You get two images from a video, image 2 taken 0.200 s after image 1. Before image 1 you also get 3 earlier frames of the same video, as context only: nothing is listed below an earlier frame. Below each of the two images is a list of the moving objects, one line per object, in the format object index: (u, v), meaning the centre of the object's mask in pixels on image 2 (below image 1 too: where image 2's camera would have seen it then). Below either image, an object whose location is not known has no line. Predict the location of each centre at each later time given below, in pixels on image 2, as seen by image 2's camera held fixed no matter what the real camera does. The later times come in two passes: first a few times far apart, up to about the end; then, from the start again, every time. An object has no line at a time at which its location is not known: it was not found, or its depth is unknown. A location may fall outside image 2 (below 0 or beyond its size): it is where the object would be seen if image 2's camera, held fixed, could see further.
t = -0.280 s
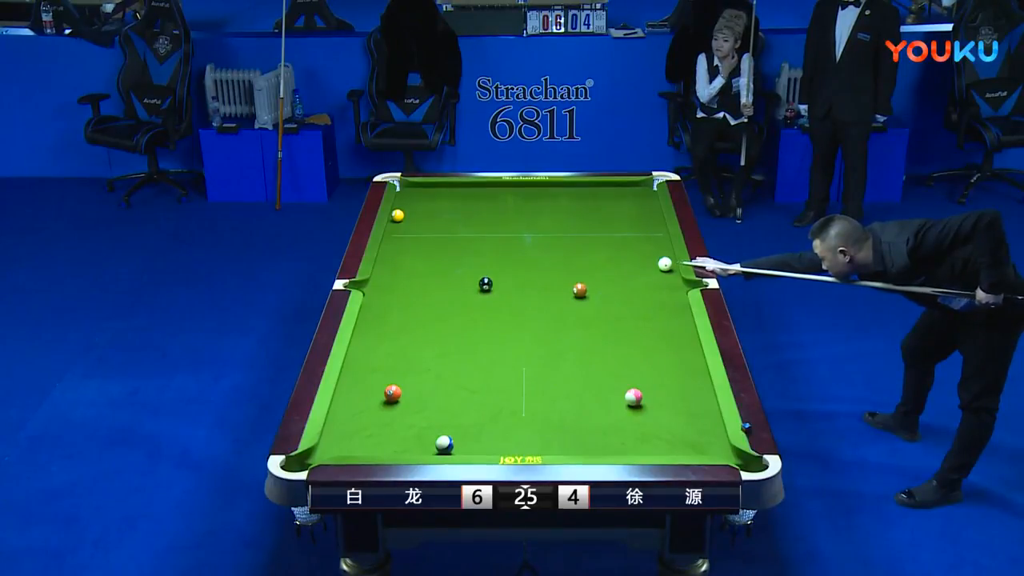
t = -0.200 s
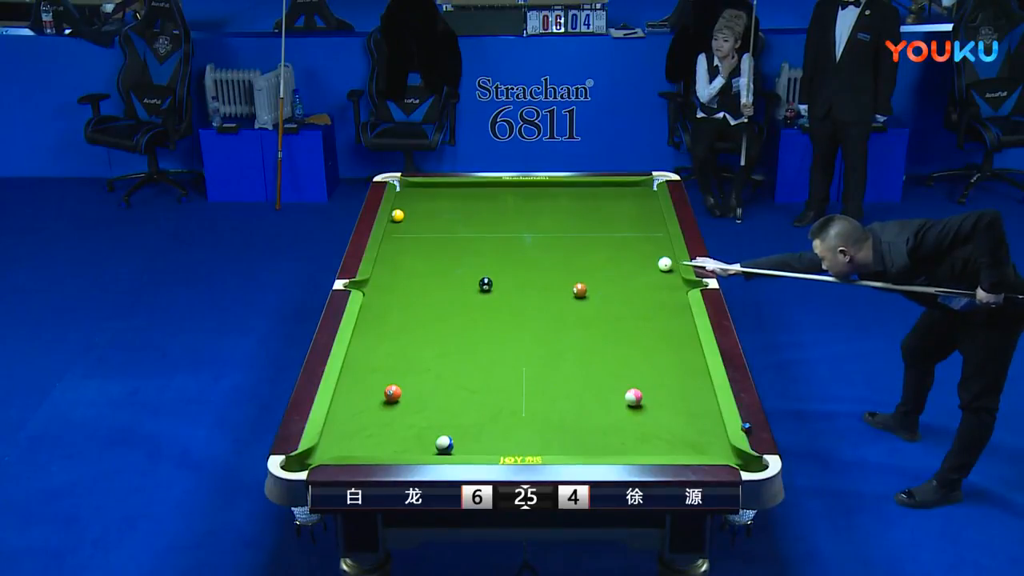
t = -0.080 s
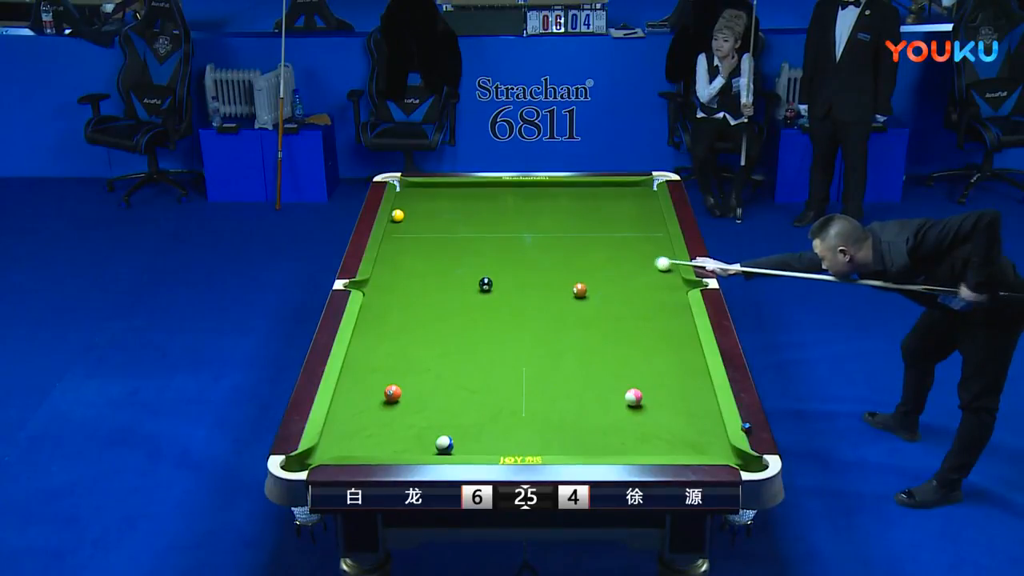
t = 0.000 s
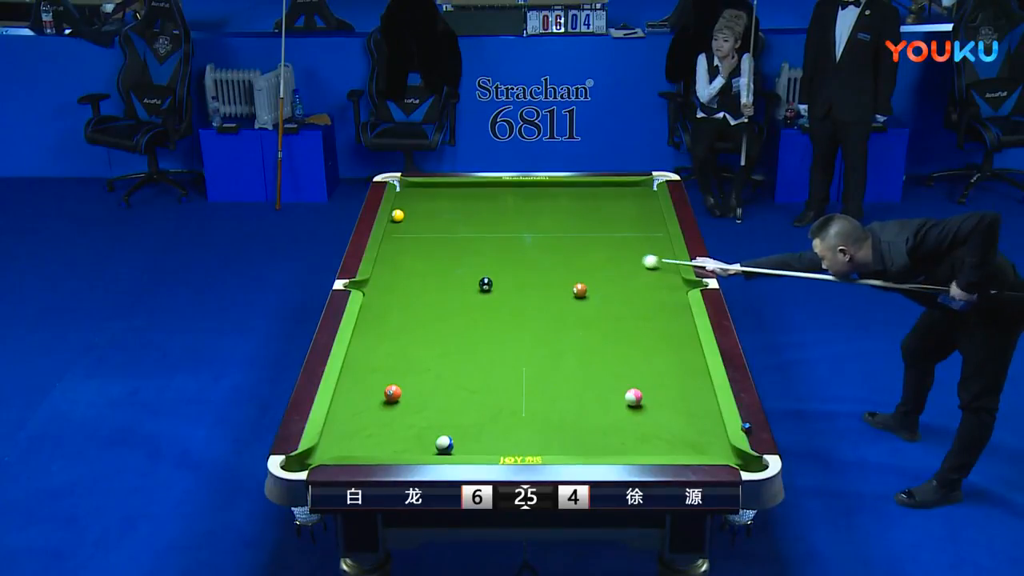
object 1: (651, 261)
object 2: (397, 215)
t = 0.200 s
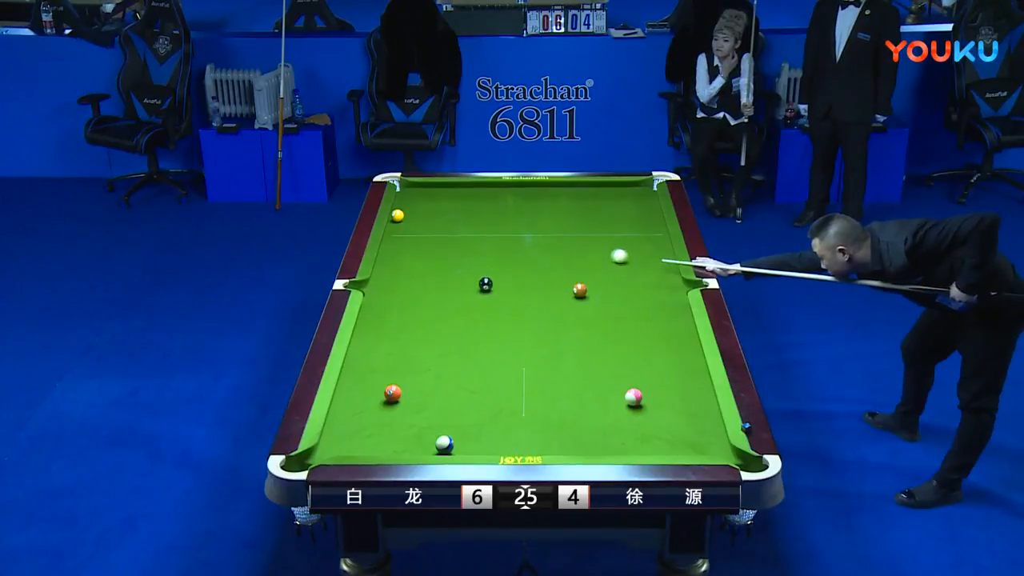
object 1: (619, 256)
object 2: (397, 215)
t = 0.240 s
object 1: (613, 255)
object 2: (397, 215)
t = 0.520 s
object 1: (573, 247)
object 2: (397, 215)
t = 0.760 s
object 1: (540, 242)
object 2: (397, 215)
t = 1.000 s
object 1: (509, 237)
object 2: (397, 215)
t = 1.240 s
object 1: (480, 231)
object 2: (397, 215)
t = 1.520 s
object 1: (448, 226)
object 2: (397, 215)
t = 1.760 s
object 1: (422, 222)
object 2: (397, 215)
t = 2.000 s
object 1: (403, 219)
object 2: (395, 213)
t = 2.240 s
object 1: (394, 219)
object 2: (406, 212)
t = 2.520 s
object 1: (398, 220)
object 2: (416, 210)
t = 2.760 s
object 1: (402, 220)
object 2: (424, 208)
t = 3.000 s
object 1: (405, 220)
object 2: (431, 206)
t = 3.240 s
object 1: (407, 220)
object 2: (437, 205)
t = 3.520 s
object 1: (407, 220)
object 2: (443, 204)
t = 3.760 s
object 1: (407, 220)
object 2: (446, 203)
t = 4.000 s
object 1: (407, 220)
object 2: (450, 202)
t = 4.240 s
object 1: (407, 220)
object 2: (452, 202)
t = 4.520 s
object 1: (407, 220)
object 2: (453, 202)
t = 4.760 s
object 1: (407, 220)
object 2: (454, 202)
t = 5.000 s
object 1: (407, 220)
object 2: (453, 202)
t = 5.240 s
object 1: (407, 220)
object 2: (453, 202)
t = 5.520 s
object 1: (407, 220)
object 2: (454, 202)
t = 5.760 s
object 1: (407, 220)
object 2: (454, 202)
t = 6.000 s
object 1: (407, 220)
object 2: (454, 202)
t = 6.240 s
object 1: (407, 220)
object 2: (454, 202)
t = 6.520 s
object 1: (407, 220)
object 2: (454, 202)
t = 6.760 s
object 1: (407, 220)
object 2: (454, 202)
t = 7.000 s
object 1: (407, 220)
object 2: (454, 202)
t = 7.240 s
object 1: (407, 220)
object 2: (454, 202)
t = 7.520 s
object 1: (407, 220)
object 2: (454, 202)
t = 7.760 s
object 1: (407, 220)
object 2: (454, 202)
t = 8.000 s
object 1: (407, 220)
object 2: (454, 202)
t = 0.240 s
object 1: (613, 255)
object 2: (397, 215)
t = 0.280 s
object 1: (607, 254)
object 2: (397, 215)
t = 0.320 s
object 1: (601, 252)
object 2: (397, 215)
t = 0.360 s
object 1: (596, 252)
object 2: (397, 215)
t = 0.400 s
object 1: (590, 250)
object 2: (397, 215)
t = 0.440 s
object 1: (584, 250)
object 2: (397, 215)
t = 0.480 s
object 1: (578, 249)
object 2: (397, 215)
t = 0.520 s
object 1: (573, 247)
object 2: (397, 215)
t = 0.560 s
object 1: (567, 247)
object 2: (397, 215)
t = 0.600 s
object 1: (562, 246)
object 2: (397, 215)
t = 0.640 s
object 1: (556, 245)
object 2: (397, 215)
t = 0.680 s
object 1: (551, 244)
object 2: (397, 215)
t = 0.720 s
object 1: (545, 243)
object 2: (397, 215)
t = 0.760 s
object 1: (540, 242)
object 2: (397, 215)
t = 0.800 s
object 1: (535, 241)
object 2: (397, 215)
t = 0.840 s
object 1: (529, 240)
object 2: (397, 215)
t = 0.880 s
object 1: (524, 239)
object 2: (397, 215)
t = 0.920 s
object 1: (519, 238)
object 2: (397, 215)
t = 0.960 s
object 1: (514, 237)
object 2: (397, 215)
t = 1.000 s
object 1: (509, 237)
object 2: (397, 215)
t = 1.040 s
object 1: (504, 236)
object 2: (397, 215)
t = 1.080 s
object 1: (499, 235)
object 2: (397, 215)
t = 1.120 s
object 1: (495, 234)
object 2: (397, 215)
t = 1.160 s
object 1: (489, 233)
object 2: (397, 215)
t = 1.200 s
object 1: (485, 232)
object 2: (397, 215)
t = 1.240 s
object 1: (480, 231)
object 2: (397, 215)
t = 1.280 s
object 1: (475, 231)
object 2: (397, 215)
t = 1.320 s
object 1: (470, 230)
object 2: (397, 215)
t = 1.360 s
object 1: (466, 229)
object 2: (397, 215)
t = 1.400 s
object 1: (461, 228)
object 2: (397, 215)
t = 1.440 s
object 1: (457, 228)
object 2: (397, 215)
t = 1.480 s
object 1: (452, 227)
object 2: (397, 215)
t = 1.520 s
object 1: (448, 226)
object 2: (397, 215)
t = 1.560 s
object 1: (443, 225)
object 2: (397, 215)
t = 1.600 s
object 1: (439, 224)
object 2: (397, 215)
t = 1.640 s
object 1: (435, 224)
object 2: (397, 215)
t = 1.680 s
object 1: (430, 223)
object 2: (397, 215)
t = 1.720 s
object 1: (426, 222)
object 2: (397, 215)
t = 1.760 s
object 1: (422, 222)
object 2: (397, 215)
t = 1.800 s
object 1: (418, 221)
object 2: (397, 215)
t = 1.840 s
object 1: (414, 220)
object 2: (397, 215)
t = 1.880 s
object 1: (410, 219)
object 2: (397, 215)
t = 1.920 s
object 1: (407, 219)
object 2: (396, 215)
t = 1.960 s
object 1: (405, 219)
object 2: (395, 214)
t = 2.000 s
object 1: (403, 219)
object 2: (395, 213)
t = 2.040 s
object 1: (401, 219)
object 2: (397, 211)
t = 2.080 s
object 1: (399, 219)
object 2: (400, 211)
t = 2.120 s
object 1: (398, 219)
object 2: (403, 211)
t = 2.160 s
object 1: (396, 219)
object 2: (404, 212)
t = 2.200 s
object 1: (395, 219)
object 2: (405, 212)
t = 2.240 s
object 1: (394, 219)
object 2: (406, 212)
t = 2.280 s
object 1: (394, 220)
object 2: (408, 211)
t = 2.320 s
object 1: (395, 220)
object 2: (409, 211)
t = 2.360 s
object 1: (396, 220)
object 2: (411, 211)
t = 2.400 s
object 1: (396, 220)
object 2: (412, 211)
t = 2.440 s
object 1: (397, 220)
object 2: (414, 210)
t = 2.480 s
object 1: (398, 220)
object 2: (415, 210)
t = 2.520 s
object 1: (398, 220)
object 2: (416, 210)
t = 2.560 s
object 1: (399, 220)
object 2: (418, 209)
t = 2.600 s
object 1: (400, 220)
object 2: (419, 209)
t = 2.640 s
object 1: (400, 220)
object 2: (420, 209)
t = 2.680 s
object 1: (401, 220)
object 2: (422, 208)
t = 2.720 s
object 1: (401, 220)
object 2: (423, 208)
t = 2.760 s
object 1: (402, 220)
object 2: (424, 208)
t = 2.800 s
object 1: (403, 220)
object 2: (425, 207)
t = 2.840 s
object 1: (403, 220)
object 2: (427, 207)
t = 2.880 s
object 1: (403, 220)
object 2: (428, 207)
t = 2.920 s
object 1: (404, 220)
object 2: (429, 207)
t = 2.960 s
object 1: (404, 220)
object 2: (430, 206)
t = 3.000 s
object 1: (405, 220)
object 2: (431, 206)
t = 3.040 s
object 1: (405, 220)
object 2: (432, 206)
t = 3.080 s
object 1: (405, 220)
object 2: (433, 206)
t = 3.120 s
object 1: (406, 220)
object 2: (434, 206)
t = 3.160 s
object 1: (406, 220)
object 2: (435, 206)
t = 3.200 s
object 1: (406, 220)
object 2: (436, 205)
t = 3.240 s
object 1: (407, 220)
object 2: (437, 205)
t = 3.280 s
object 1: (407, 220)
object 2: (438, 205)
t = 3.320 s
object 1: (407, 220)
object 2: (439, 205)
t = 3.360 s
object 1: (407, 220)
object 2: (440, 204)
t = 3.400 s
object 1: (407, 220)
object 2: (440, 204)
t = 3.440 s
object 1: (407, 220)
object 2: (441, 204)
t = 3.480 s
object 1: (407, 220)
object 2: (442, 204)
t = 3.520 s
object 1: (407, 220)
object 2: (443, 204)
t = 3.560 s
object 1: (407, 220)
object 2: (444, 204)
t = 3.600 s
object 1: (407, 220)
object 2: (444, 204)
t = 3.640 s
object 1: (407, 220)
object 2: (445, 203)
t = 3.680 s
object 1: (407, 220)
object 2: (445, 203)
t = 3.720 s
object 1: (407, 220)
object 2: (446, 203)
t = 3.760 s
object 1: (407, 220)
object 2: (446, 203)
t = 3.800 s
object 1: (407, 220)
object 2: (447, 203)
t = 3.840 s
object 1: (407, 220)
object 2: (448, 203)
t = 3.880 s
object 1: (407, 220)
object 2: (448, 203)
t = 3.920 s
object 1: (407, 220)
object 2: (449, 203)
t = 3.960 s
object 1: (407, 220)
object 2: (449, 203)
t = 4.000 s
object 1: (407, 220)
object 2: (450, 202)
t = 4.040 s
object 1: (407, 220)
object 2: (450, 202)
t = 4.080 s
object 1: (407, 220)
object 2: (451, 202)
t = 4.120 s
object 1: (407, 220)
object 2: (451, 202)
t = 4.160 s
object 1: (407, 220)
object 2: (451, 202)
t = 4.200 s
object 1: (407, 220)
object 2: (452, 202)
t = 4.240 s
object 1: (407, 220)
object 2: (452, 202)
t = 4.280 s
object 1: (407, 220)
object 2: (452, 202)
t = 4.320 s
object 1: (407, 220)
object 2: (452, 202)
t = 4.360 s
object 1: (407, 220)
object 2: (453, 202)
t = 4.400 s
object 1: (407, 220)
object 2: (453, 202)
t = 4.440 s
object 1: (407, 220)
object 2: (453, 202)
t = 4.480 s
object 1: (407, 220)
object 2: (453, 202)
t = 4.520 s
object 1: (407, 220)
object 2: (453, 202)
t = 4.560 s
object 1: (407, 220)
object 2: (453, 202)
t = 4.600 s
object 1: (407, 220)
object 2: (454, 202)
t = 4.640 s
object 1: (407, 220)
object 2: (454, 202)
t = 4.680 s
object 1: (407, 220)
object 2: (454, 202)
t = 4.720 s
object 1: (407, 220)
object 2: (454, 202)
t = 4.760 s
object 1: (407, 220)
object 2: (454, 202)
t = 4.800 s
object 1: (407, 220)
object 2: (454, 202)
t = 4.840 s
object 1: (407, 220)
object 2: (454, 202)
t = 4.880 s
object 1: (407, 220)
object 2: (454, 202)
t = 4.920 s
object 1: (407, 220)
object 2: (454, 202)
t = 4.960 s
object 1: (407, 220)
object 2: (454, 202)
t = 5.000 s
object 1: (407, 220)
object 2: (453, 202)
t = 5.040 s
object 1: (407, 220)
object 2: (454, 202)
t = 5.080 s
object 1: (407, 220)
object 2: (454, 202)
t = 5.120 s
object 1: (407, 220)
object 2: (453, 202)
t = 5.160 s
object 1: (407, 220)
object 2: (454, 202)
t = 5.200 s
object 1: (407, 220)
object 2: (453, 202)
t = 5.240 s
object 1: (407, 220)
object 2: (453, 202)
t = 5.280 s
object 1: (407, 220)
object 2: (453, 202)
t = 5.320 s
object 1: (407, 220)
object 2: (454, 202)
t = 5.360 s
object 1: (407, 220)
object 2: (454, 202)
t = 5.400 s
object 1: (407, 220)
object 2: (454, 202)
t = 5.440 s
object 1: (407, 220)
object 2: (454, 202)
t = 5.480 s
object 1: (407, 220)
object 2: (453, 202)
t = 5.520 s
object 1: (407, 220)
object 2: (454, 202)
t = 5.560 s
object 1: (407, 220)
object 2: (454, 202)
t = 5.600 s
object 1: (407, 220)
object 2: (454, 202)
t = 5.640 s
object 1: (407, 220)
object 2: (454, 202)
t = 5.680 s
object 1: (407, 220)
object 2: (454, 202)
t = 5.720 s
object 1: (407, 220)
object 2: (454, 202)
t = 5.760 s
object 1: (407, 220)
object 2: (454, 202)
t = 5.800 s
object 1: (407, 220)
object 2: (454, 202)
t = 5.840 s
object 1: (407, 220)
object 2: (454, 202)
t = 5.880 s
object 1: (407, 220)
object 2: (454, 202)
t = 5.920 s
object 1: (407, 220)
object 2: (454, 202)
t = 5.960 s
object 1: (407, 220)
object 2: (454, 202)
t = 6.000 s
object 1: (407, 220)
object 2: (454, 202)
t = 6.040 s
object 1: (407, 220)
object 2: (454, 202)
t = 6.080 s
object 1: (407, 220)
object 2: (454, 202)
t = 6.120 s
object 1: (407, 220)
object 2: (454, 202)
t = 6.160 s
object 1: (407, 220)
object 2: (454, 202)
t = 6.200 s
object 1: (407, 220)
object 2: (454, 202)
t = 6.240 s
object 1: (407, 220)
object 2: (454, 202)
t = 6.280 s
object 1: (407, 220)
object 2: (454, 202)
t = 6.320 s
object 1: (407, 220)
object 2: (454, 202)
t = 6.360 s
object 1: (407, 220)
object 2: (454, 202)
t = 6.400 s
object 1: (407, 220)
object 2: (454, 202)
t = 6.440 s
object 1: (407, 220)
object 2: (454, 202)
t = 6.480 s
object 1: (407, 220)
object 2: (454, 202)
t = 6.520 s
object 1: (407, 220)
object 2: (454, 202)
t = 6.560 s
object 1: (407, 220)
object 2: (454, 202)
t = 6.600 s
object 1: (407, 220)
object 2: (454, 202)
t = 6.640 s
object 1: (407, 220)
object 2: (454, 202)
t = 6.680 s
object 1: (407, 220)
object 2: (454, 202)
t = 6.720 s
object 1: (407, 220)
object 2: (454, 202)
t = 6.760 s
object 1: (407, 220)
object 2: (454, 202)
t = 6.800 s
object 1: (407, 220)
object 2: (454, 202)
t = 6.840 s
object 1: (407, 220)
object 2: (454, 202)
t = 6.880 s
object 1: (407, 220)
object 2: (454, 202)
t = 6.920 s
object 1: (407, 220)
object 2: (454, 202)
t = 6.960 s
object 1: (407, 220)
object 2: (454, 202)
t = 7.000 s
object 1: (407, 220)
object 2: (454, 202)
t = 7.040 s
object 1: (407, 220)
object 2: (454, 202)
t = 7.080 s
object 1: (407, 220)
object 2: (454, 202)
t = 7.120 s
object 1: (407, 220)
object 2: (454, 202)
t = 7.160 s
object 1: (407, 220)
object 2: (454, 202)
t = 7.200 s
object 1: (407, 220)
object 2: (454, 202)
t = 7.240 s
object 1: (407, 220)
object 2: (454, 202)
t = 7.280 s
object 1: (407, 220)
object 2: (454, 202)
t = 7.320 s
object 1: (407, 220)
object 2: (454, 202)
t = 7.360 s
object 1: (407, 220)
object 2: (454, 202)
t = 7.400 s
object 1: (407, 220)
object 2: (454, 201)
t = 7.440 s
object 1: (407, 220)
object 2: (454, 202)
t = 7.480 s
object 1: (407, 220)
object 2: (454, 202)
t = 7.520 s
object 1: (407, 220)
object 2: (454, 202)
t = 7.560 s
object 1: (407, 220)
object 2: (454, 202)
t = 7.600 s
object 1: (407, 220)
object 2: (454, 202)
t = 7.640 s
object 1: (407, 220)
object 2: (454, 202)
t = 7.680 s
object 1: (407, 220)
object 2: (454, 202)
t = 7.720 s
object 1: (407, 220)
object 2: (454, 202)
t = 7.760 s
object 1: (407, 220)
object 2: (454, 202)
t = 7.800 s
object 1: (407, 220)
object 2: (454, 202)
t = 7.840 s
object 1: (407, 220)
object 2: (454, 202)
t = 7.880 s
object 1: (407, 220)
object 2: (454, 202)
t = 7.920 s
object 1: (407, 220)
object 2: (454, 202)
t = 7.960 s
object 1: (407, 220)
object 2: (454, 202)
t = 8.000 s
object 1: (407, 220)
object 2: (454, 202)
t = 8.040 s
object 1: (407, 220)
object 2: (454, 202)
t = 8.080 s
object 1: (407, 220)
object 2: (454, 202)
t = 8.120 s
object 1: (407, 220)
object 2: (454, 202)
